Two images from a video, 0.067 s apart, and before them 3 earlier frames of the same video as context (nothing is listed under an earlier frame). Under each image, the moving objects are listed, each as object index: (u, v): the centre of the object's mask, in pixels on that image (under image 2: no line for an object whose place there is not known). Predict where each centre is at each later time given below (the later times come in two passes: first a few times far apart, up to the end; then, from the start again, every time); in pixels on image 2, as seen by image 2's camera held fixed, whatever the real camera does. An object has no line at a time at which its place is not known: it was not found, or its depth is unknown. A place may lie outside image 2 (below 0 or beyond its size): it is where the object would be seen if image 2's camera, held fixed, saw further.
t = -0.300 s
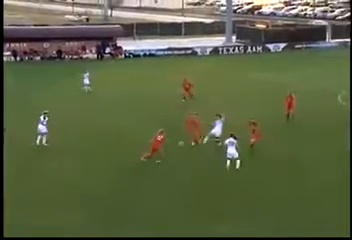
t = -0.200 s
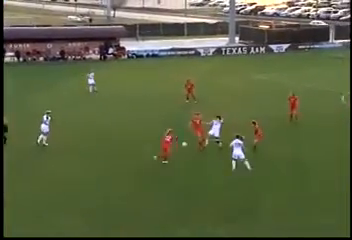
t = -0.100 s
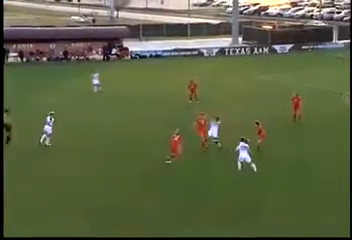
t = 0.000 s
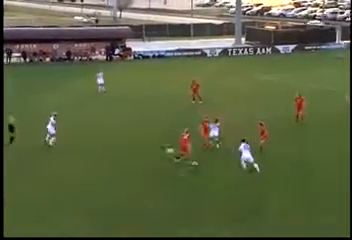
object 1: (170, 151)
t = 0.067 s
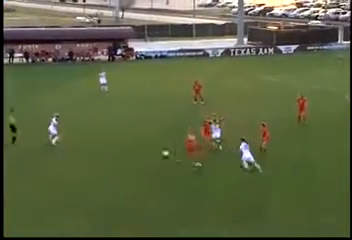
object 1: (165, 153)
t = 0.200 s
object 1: (154, 152)
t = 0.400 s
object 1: (137, 156)
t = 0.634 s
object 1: (130, 157)
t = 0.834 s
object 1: (126, 157)
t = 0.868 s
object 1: (126, 157)
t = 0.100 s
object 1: (161, 153)
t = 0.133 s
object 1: (159, 152)
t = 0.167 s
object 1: (155, 152)
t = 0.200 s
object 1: (154, 152)
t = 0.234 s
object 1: (152, 152)
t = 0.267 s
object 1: (149, 152)
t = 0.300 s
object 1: (148, 153)
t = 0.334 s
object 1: (146, 154)
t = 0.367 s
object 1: (142, 155)
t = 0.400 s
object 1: (137, 156)
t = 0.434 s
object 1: (135, 155)
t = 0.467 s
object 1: (133, 155)
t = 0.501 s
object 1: (132, 155)
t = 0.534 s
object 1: (132, 155)
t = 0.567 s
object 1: (131, 155)
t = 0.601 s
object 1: (131, 156)
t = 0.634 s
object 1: (130, 157)
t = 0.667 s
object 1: (129, 157)
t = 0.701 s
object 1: (129, 157)
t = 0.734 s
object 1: (128, 157)
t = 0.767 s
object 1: (128, 157)
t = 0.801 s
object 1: (127, 157)
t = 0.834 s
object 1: (126, 157)
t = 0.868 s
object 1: (126, 157)
